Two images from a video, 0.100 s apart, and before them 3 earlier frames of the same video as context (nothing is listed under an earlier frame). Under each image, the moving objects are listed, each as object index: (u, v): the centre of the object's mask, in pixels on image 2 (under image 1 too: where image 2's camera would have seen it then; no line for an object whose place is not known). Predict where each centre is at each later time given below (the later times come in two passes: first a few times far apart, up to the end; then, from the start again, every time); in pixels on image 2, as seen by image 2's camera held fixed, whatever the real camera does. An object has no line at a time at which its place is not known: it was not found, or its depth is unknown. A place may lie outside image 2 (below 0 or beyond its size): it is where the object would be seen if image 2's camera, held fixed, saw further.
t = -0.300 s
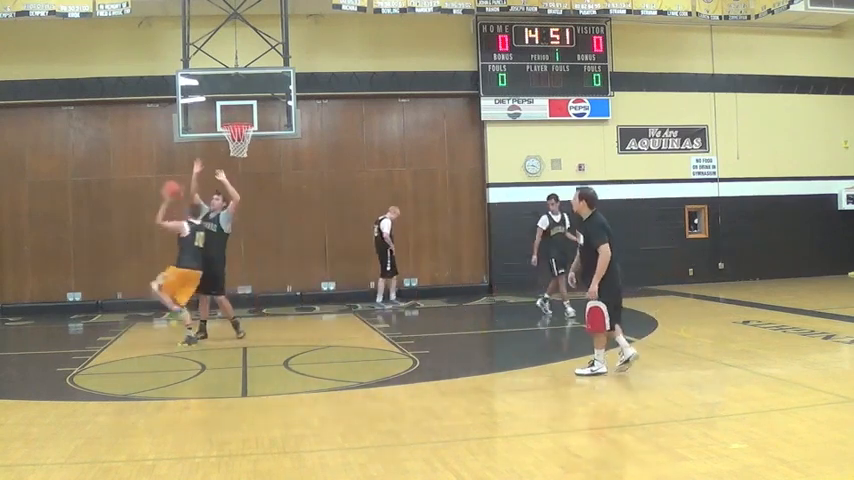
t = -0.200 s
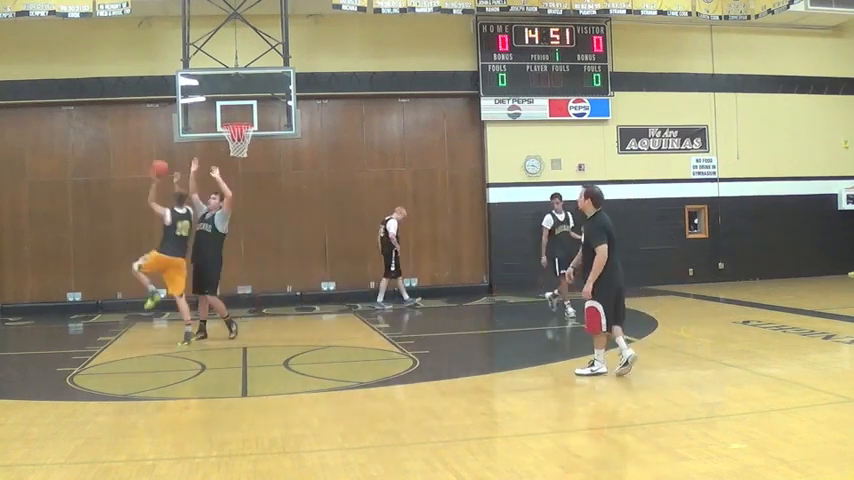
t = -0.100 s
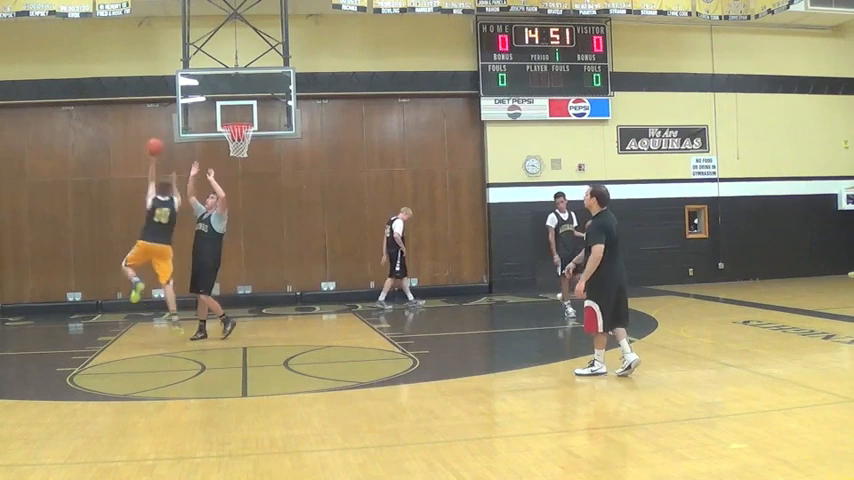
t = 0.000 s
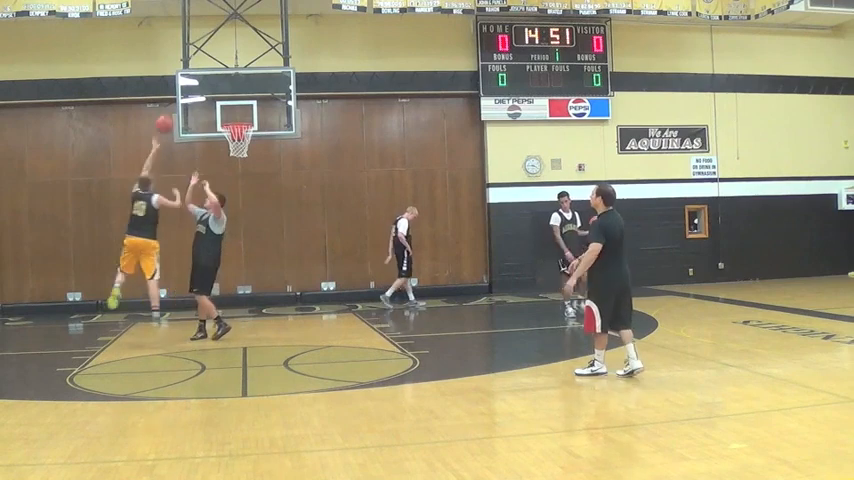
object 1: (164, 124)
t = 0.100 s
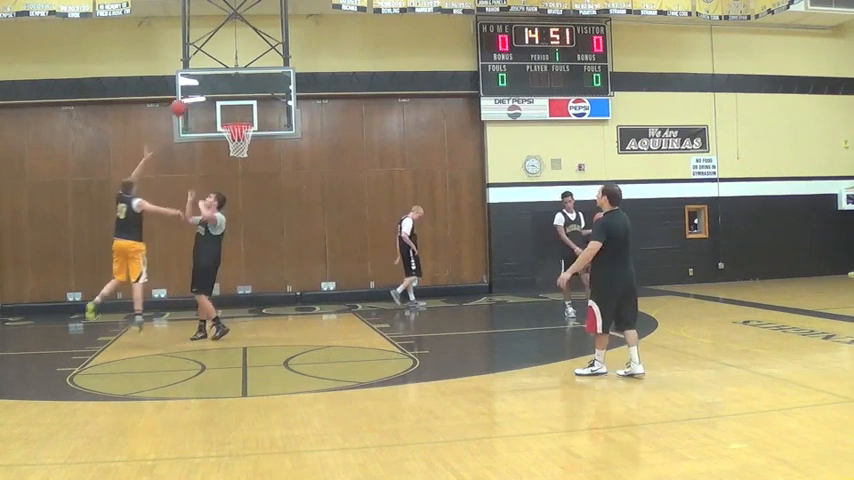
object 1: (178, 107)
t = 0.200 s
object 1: (193, 98)
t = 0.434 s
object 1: (224, 103)
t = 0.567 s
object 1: (238, 113)
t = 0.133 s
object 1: (183, 103)
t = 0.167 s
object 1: (188, 100)
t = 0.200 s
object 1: (193, 98)
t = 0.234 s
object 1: (198, 95)
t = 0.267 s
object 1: (203, 95)
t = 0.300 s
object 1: (207, 95)
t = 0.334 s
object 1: (211, 95)
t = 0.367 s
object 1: (215, 97)
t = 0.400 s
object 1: (220, 101)
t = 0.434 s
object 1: (224, 103)
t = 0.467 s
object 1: (228, 106)
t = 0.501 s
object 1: (233, 111)
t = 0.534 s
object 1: (237, 115)
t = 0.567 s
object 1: (238, 113)
